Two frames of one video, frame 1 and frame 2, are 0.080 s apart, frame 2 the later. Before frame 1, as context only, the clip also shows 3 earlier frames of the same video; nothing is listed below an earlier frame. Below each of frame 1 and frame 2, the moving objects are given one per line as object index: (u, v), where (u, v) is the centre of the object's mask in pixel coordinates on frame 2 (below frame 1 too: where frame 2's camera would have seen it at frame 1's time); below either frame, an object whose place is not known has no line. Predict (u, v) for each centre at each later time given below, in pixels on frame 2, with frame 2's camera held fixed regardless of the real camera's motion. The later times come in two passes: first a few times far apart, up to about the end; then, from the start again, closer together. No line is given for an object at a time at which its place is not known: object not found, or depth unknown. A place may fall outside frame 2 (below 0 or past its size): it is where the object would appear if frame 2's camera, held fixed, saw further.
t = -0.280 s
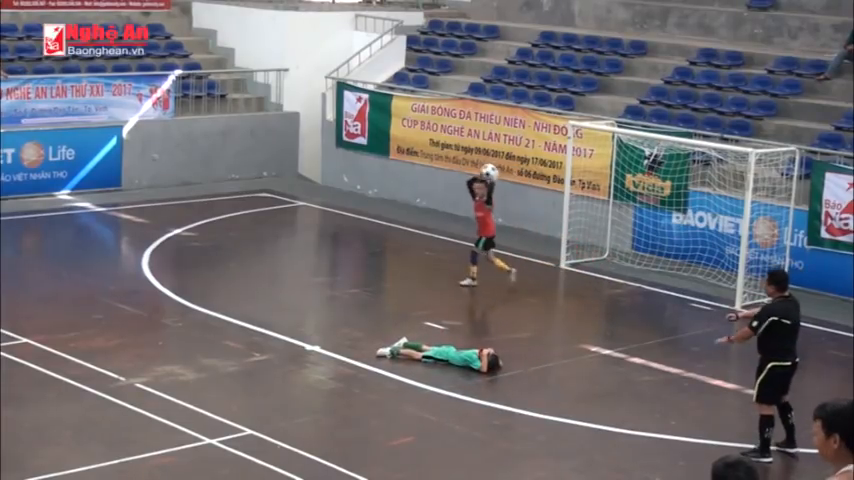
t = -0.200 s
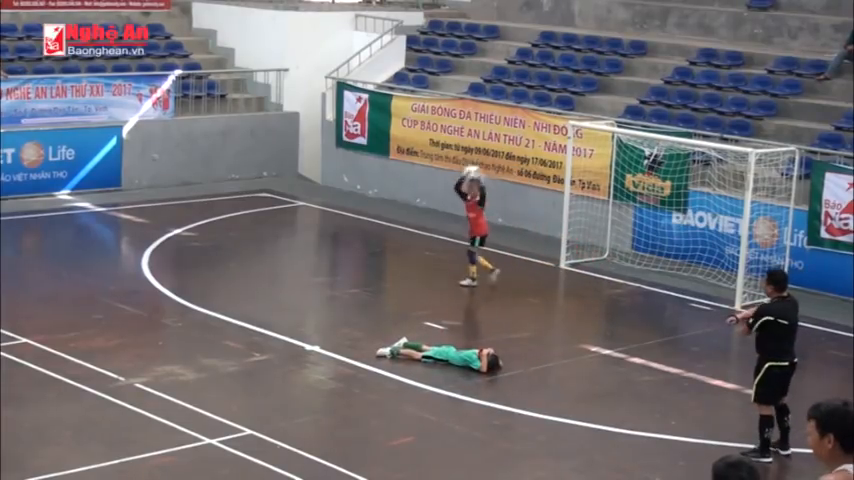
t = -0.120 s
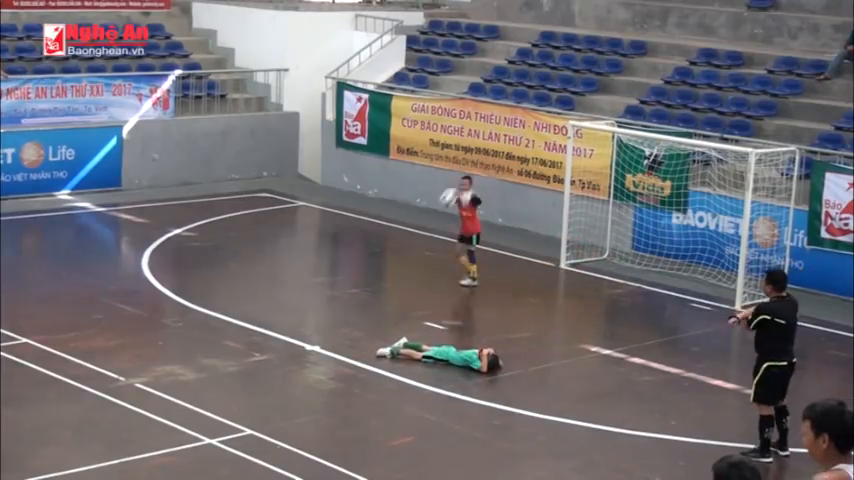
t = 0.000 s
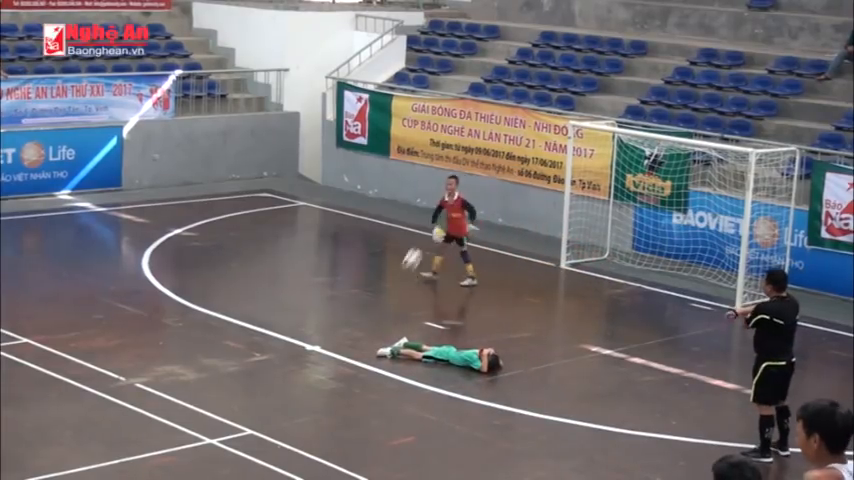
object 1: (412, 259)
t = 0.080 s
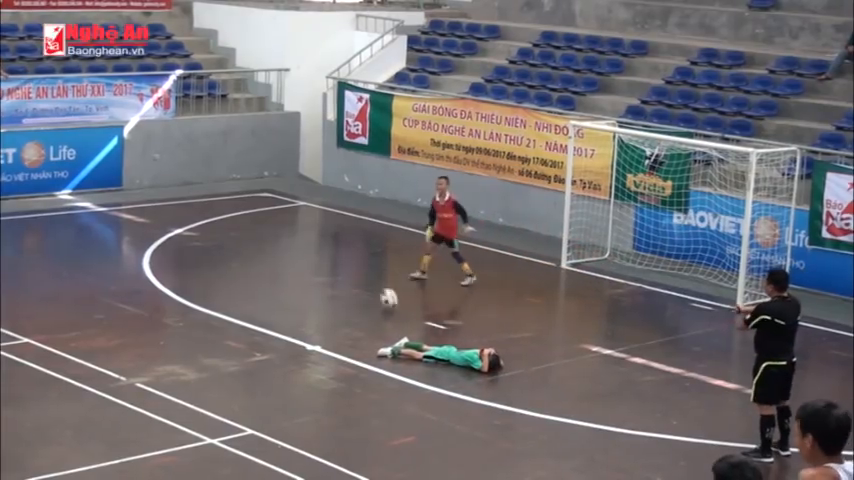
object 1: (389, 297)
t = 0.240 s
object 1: (366, 241)
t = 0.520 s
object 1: (321, 185)
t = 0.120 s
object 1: (383, 281)
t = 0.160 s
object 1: (377, 267)
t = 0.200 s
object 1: (372, 254)
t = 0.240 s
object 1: (366, 241)
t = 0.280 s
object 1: (360, 229)
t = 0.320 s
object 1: (354, 218)
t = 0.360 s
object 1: (347, 210)
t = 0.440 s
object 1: (334, 195)
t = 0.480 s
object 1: (328, 190)
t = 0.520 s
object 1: (321, 185)
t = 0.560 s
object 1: (315, 182)
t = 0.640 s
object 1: (302, 181)
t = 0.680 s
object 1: (295, 181)
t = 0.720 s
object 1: (286, 183)
